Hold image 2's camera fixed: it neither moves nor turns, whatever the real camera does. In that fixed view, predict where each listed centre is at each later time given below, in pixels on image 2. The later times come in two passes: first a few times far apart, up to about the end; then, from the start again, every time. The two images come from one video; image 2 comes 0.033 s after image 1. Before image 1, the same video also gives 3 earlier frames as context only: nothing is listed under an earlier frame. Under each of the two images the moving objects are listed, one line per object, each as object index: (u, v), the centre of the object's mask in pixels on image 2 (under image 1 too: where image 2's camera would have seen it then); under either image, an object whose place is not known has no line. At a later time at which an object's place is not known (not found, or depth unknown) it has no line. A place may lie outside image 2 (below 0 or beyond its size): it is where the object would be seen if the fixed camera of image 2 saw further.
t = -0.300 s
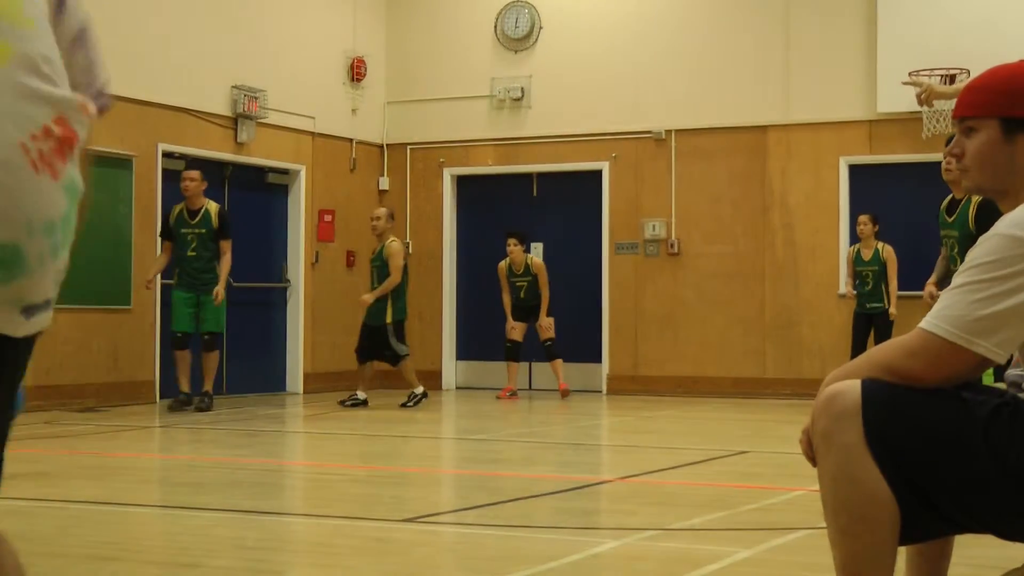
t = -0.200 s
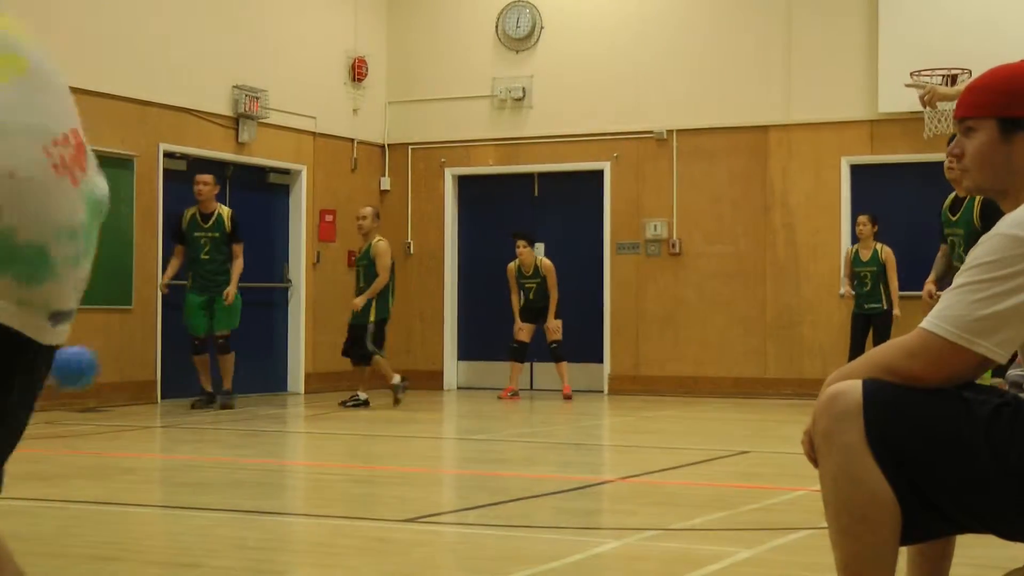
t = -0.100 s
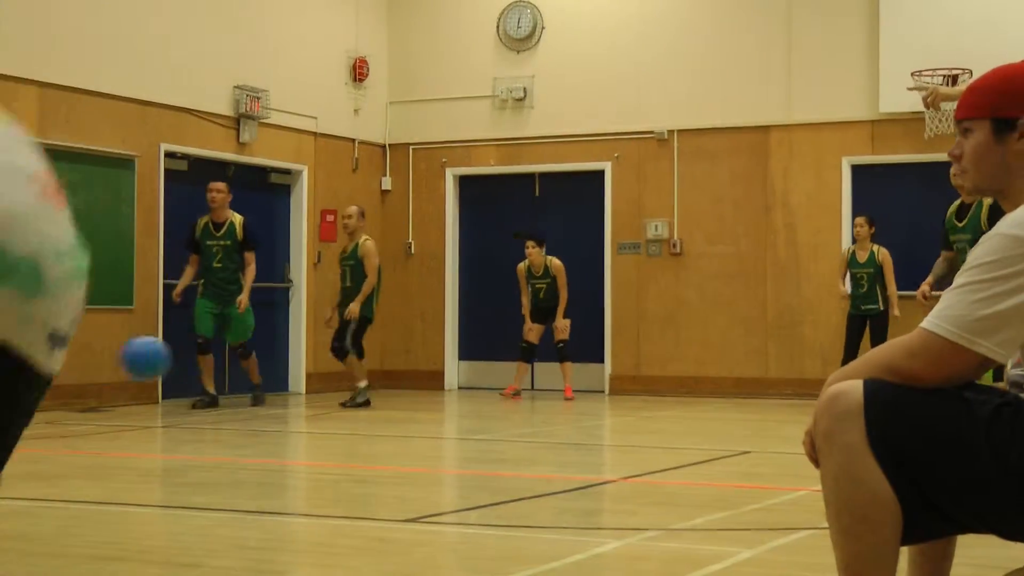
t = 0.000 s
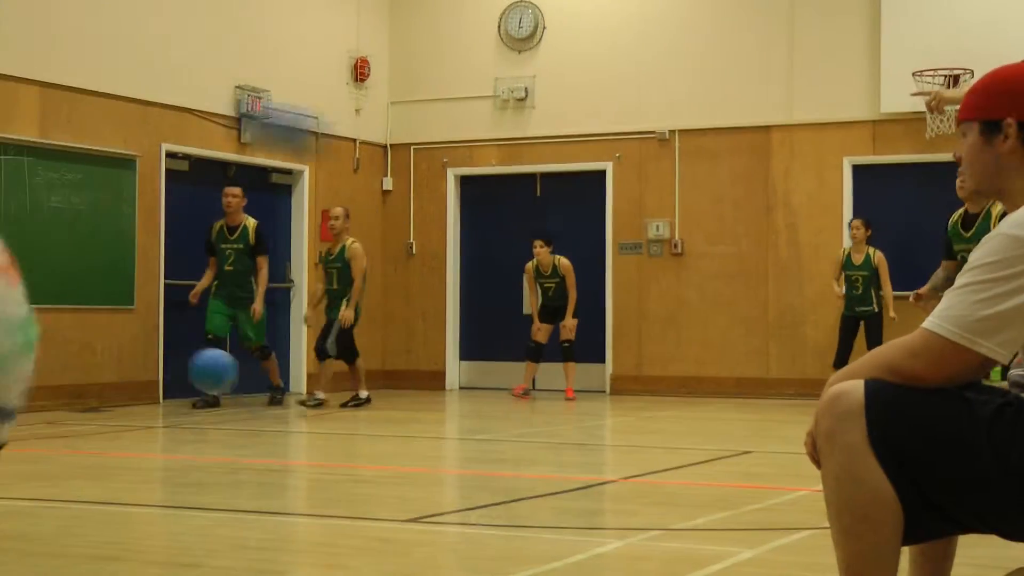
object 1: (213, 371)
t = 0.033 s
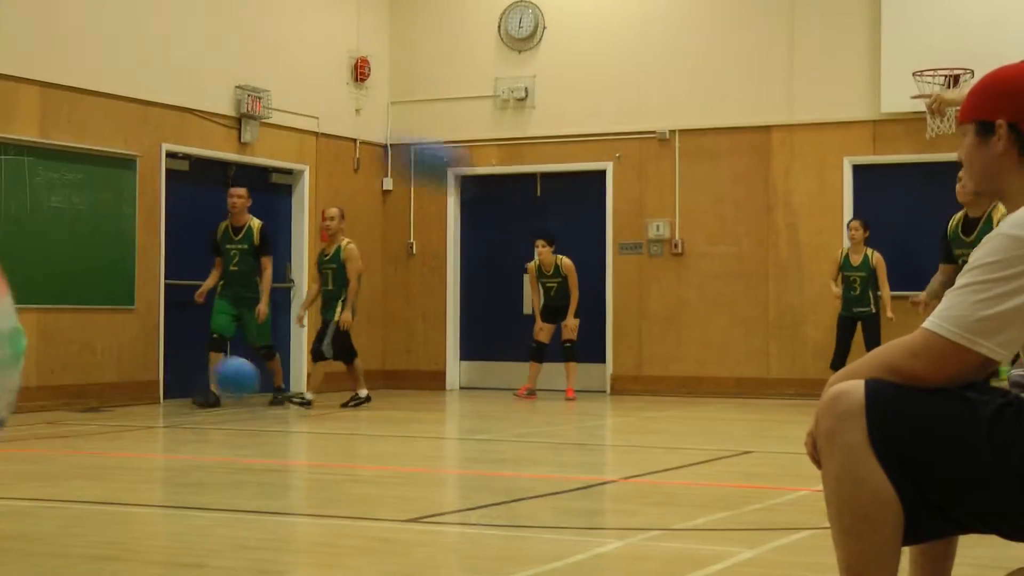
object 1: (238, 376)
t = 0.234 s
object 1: (358, 430)
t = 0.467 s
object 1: (485, 405)
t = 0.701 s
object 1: (599, 425)
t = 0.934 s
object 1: (703, 430)
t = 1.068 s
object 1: (759, 434)
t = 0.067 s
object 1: (257, 389)
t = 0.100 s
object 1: (278, 403)
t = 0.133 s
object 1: (299, 420)
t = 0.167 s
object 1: (319, 437)
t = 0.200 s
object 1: (340, 443)
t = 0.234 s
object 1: (358, 430)
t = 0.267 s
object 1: (377, 420)
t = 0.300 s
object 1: (395, 412)
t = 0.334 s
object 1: (413, 405)
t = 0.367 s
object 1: (431, 402)
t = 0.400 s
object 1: (448, 401)
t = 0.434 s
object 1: (467, 401)
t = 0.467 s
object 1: (485, 405)
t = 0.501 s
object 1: (501, 410)
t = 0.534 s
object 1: (518, 418)
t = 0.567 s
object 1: (535, 427)
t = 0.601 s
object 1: (551, 439)
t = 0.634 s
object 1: (568, 436)
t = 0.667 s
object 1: (583, 430)
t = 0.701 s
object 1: (599, 425)
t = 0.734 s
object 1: (614, 423)
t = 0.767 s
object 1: (630, 423)
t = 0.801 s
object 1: (644, 425)
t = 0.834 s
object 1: (659, 430)
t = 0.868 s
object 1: (674, 436)
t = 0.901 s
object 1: (689, 434)
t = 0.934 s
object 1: (703, 430)
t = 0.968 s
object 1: (717, 429)
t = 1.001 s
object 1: (731, 430)
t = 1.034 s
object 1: (745, 433)
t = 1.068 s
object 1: (759, 434)
